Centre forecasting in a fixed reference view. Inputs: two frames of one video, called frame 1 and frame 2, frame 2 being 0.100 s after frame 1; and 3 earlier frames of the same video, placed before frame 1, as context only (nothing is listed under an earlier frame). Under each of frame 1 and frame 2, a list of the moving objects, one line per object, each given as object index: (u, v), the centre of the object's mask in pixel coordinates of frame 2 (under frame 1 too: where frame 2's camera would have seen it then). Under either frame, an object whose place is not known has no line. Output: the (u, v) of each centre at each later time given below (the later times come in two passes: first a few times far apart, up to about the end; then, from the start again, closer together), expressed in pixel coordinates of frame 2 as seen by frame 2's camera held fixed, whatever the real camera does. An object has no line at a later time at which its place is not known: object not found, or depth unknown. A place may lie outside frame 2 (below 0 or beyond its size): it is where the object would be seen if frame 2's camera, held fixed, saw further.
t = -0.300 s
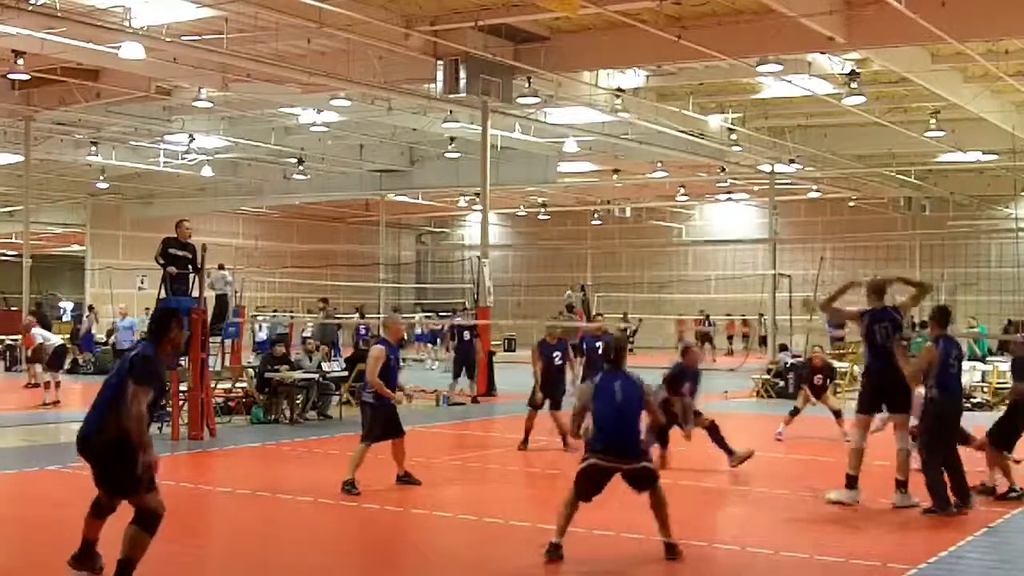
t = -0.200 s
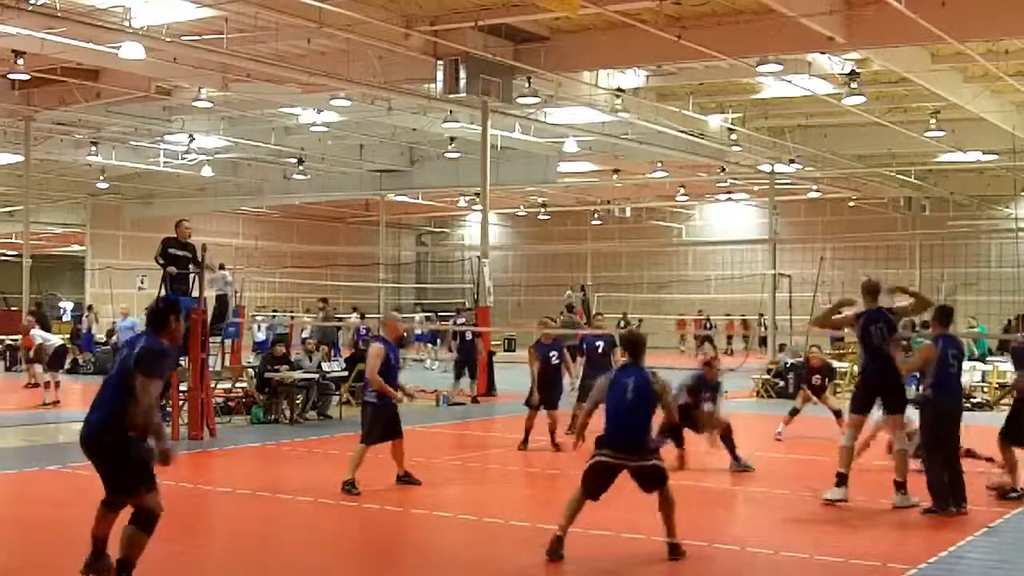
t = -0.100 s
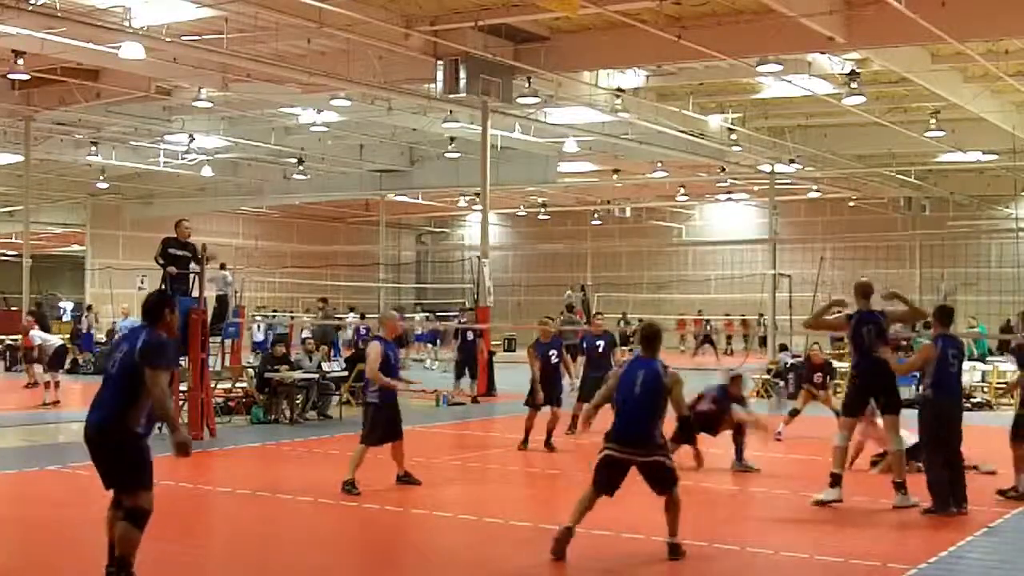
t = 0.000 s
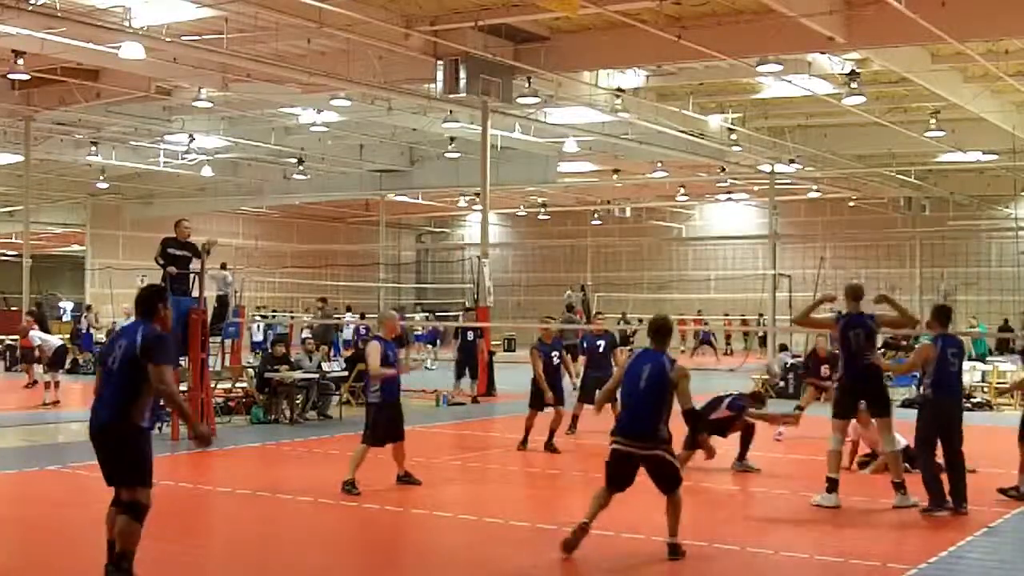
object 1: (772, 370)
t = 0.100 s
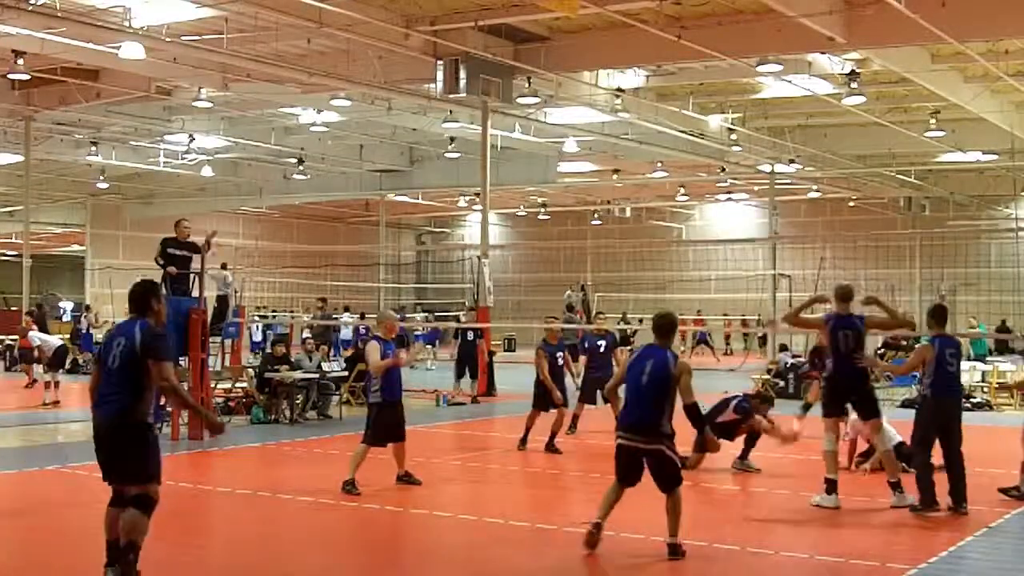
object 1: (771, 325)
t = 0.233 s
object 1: (761, 272)
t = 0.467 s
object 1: (750, 218)
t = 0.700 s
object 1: (736, 220)
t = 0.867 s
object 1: (726, 257)
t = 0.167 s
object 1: (762, 298)
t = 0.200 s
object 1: (762, 281)
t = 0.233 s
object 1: (761, 272)
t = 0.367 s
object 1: (755, 233)
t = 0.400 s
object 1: (753, 228)
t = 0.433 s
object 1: (752, 223)
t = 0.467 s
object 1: (750, 218)
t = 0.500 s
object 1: (748, 215)
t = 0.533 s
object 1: (746, 213)
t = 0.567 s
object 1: (744, 212)
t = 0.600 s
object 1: (742, 212)
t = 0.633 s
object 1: (740, 214)
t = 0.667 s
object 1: (738, 216)
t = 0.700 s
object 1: (736, 220)
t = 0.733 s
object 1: (733, 225)
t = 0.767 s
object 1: (731, 231)
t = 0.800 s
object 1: (730, 238)
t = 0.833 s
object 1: (727, 246)
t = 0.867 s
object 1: (726, 257)
